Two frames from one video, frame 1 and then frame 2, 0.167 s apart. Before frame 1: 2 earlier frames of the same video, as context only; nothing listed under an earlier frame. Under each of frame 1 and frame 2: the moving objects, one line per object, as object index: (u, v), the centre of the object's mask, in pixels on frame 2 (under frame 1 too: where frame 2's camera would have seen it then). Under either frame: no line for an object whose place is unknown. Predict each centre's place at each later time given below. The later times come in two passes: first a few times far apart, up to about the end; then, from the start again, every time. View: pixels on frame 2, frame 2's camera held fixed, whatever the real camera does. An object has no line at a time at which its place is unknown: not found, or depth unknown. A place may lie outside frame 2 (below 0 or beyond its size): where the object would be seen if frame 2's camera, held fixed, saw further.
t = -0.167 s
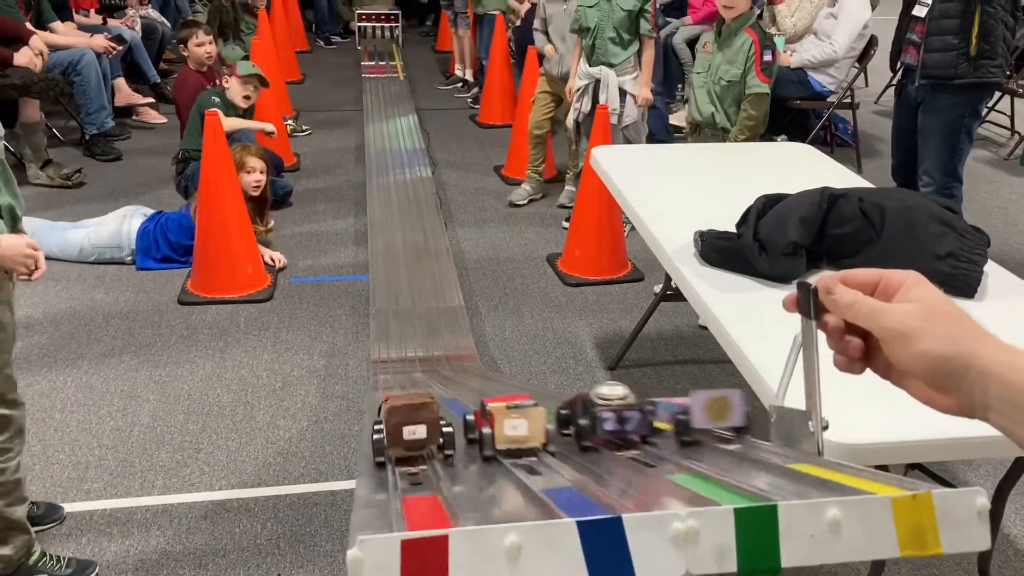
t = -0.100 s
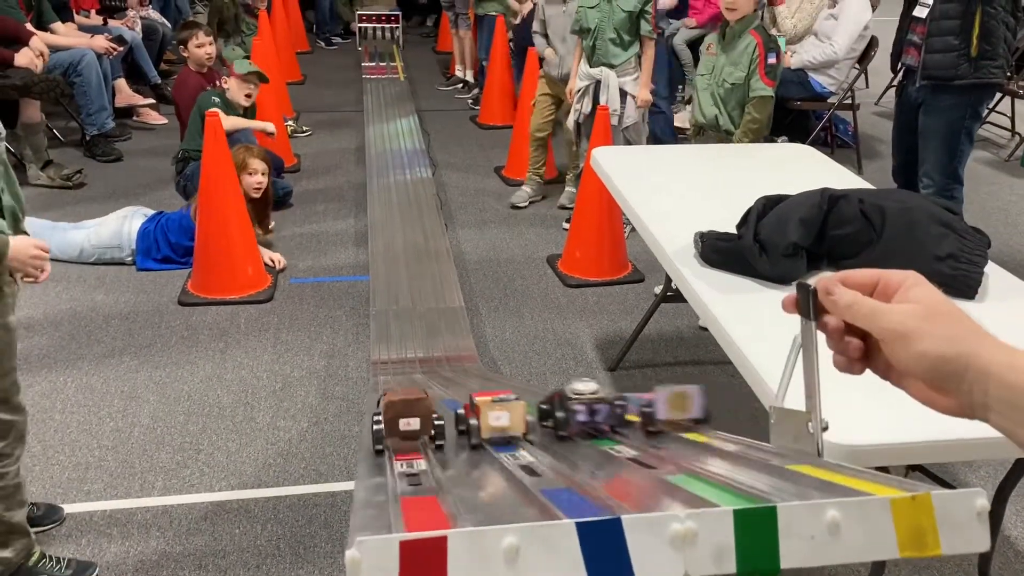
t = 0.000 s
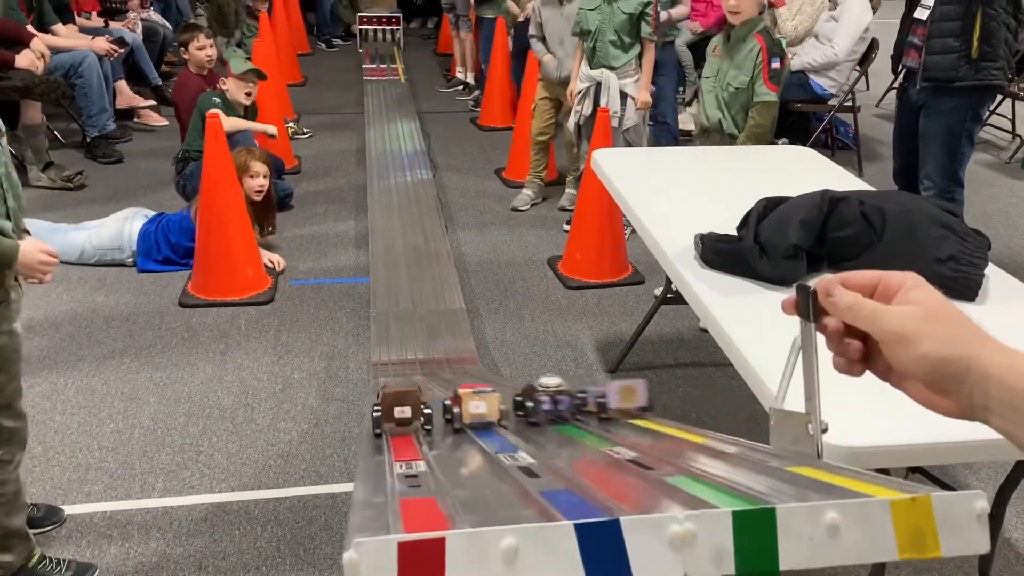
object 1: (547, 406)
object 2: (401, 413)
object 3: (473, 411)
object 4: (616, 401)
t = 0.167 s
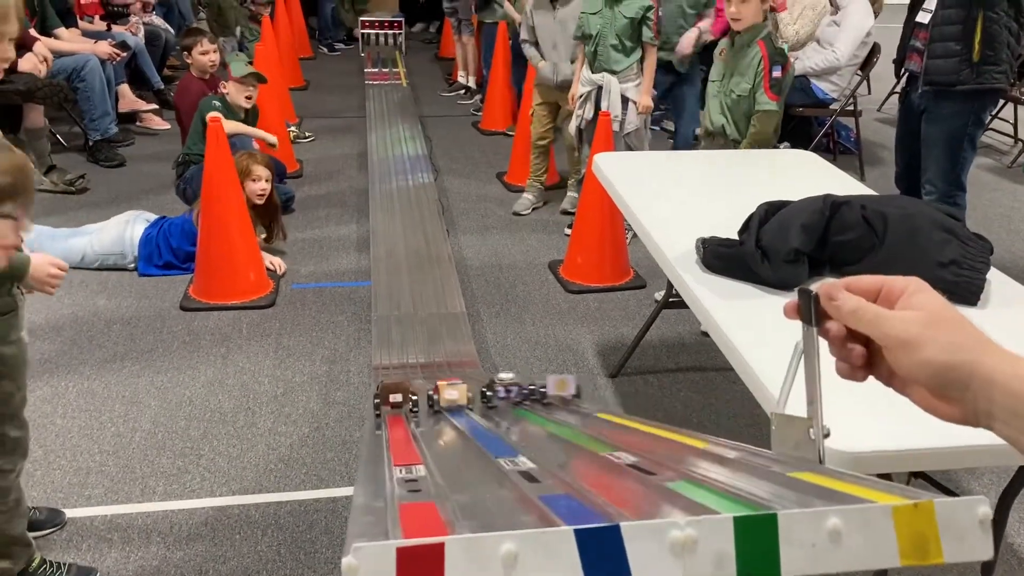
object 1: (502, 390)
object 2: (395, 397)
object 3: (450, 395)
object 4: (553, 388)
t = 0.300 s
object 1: (477, 382)
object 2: (391, 388)
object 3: (435, 386)
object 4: (519, 380)
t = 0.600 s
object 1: (440, 364)
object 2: (387, 369)
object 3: (412, 365)
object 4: (467, 359)
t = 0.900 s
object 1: (421, 243)
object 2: (380, 251)
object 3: (400, 241)
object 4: (439, 239)
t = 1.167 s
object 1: (409, 175)
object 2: (377, 182)
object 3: (392, 172)
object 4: (424, 173)
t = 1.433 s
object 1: (401, 131)
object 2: (373, 138)
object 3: (387, 127)
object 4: (413, 128)
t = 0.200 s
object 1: (495, 387)
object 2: (394, 394)
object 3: (445, 393)
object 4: (545, 386)
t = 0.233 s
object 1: (488, 386)
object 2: (393, 392)
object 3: (442, 391)
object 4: (536, 384)
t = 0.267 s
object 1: (484, 384)
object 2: (392, 390)
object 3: (438, 389)
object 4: (528, 381)
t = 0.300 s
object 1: (477, 382)
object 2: (391, 388)
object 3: (435, 386)
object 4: (519, 380)
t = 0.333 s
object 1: (472, 381)
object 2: (390, 386)
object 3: (432, 385)
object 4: (512, 378)
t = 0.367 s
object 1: (468, 379)
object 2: (390, 384)
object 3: (429, 382)
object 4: (505, 377)
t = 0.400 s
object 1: (463, 377)
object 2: (388, 382)
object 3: (426, 380)
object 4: (498, 375)
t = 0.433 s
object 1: (459, 376)
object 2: (387, 380)
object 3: (423, 378)
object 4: (492, 374)
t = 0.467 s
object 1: (455, 374)
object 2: (386, 378)
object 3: (421, 377)
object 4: (486, 373)
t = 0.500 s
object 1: (451, 373)
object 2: (385, 377)
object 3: (419, 376)
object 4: (481, 371)
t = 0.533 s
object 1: (448, 372)
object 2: (385, 375)
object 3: (417, 374)
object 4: (476, 370)
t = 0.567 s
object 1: (445, 370)
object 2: (386, 374)
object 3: (415, 372)
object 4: (472, 367)
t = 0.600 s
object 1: (440, 364)
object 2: (387, 369)
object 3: (412, 365)
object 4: (467, 359)
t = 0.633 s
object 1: (439, 354)
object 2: (387, 359)
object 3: (411, 352)
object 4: (463, 347)
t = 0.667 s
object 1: (436, 338)
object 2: (386, 344)
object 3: (409, 336)
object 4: (459, 331)
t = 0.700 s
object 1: (433, 321)
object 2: (385, 330)
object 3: (408, 319)
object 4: (456, 314)
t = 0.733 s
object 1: (431, 306)
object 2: (385, 314)
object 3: (407, 303)
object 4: (453, 299)
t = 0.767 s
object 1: (429, 291)
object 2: (383, 300)
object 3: (406, 289)
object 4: (450, 285)
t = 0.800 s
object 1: (427, 278)
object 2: (382, 286)
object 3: (404, 275)
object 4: (447, 272)
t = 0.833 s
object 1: (424, 265)
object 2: (381, 273)
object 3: (403, 263)
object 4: (444, 261)
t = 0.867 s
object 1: (423, 254)
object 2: (381, 262)
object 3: (401, 252)
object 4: (442, 249)
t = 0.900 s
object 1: (421, 243)
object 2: (380, 251)
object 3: (400, 241)
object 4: (439, 239)
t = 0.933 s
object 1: (419, 232)
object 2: (380, 240)
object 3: (398, 230)
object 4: (437, 228)
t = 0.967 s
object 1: (417, 223)
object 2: (380, 230)
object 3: (397, 220)
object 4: (435, 219)
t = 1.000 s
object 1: (416, 214)
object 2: (380, 221)
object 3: (397, 211)
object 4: (432, 209)
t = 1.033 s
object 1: (415, 205)
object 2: (379, 213)
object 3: (396, 202)
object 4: (431, 201)
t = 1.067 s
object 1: (413, 197)
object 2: (378, 204)
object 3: (395, 194)
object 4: (429, 193)
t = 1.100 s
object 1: (412, 190)
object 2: (378, 196)
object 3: (394, 186)
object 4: (427, 185)
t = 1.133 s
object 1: (410, 182)
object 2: (377, 189)
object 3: (393, 179)
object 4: (425, 178)
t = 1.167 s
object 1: (409, 175)
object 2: (377, 182)
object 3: (392, 172)
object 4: (424, 173)
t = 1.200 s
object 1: (408, 168)
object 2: (377, 176)
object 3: (392, 166)
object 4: (423, 165)
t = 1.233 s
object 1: (407, 162)
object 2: (377, 169)
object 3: (391, 159)
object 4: (421, 159)
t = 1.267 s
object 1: (406, 156)
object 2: (376, 163)
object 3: (390, 153)
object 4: (420, 153)
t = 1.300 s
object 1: (405, 151)
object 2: (376, 158)
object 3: (390, 147)
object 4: (418, 147)
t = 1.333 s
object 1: (404, 145)
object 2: (375, 153)
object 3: (389, 142)
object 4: (417, 142)
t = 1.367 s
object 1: (403, 141)
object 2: (375, 148)
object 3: (388, 137)
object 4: (416, 137)
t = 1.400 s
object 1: (402, 135)
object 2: (374, 143)
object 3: (387, 132)
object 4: (415, 132)
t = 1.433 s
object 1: (401, 131)
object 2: (373, 138)
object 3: (387, 127)
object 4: (413, 128)
